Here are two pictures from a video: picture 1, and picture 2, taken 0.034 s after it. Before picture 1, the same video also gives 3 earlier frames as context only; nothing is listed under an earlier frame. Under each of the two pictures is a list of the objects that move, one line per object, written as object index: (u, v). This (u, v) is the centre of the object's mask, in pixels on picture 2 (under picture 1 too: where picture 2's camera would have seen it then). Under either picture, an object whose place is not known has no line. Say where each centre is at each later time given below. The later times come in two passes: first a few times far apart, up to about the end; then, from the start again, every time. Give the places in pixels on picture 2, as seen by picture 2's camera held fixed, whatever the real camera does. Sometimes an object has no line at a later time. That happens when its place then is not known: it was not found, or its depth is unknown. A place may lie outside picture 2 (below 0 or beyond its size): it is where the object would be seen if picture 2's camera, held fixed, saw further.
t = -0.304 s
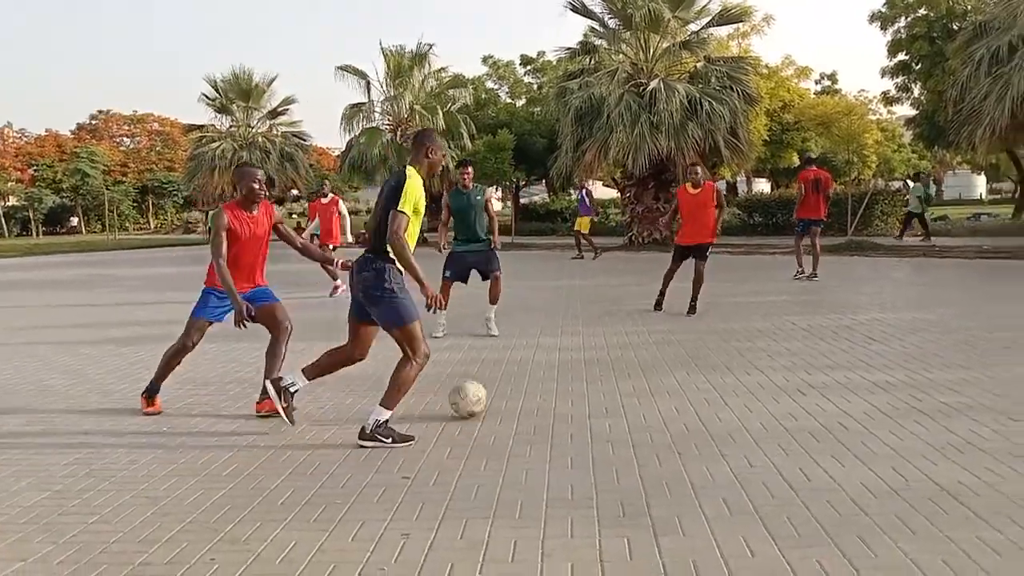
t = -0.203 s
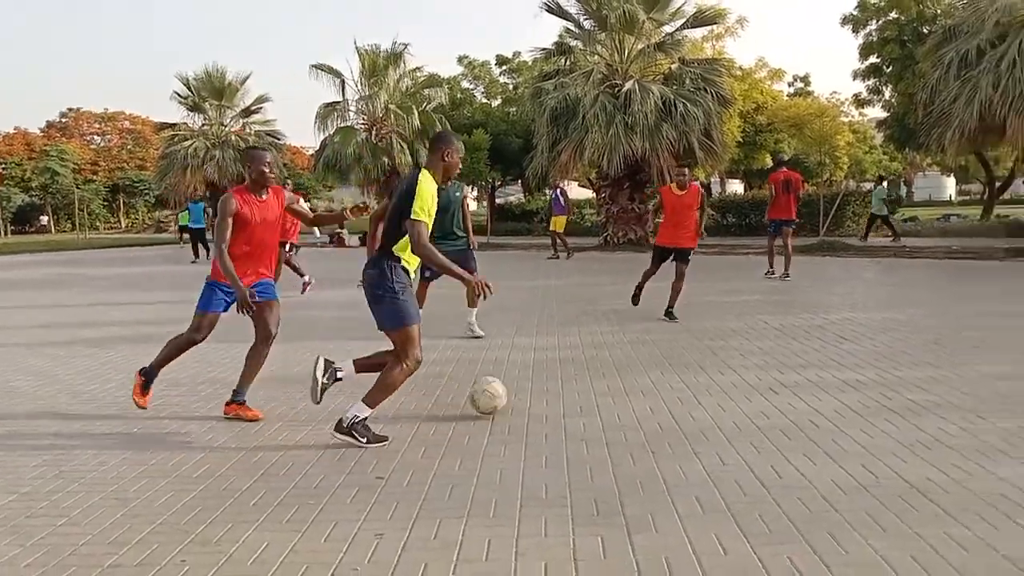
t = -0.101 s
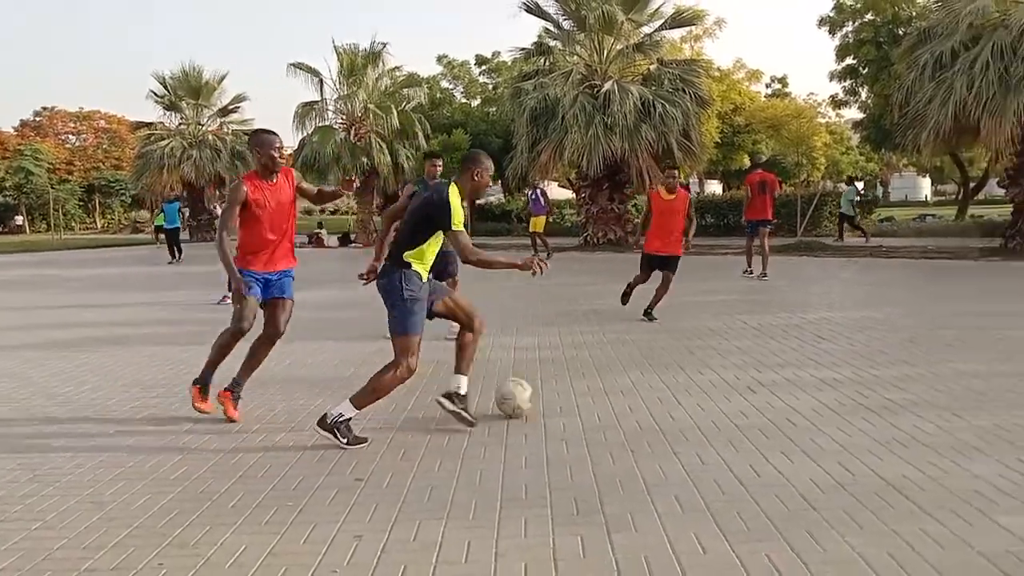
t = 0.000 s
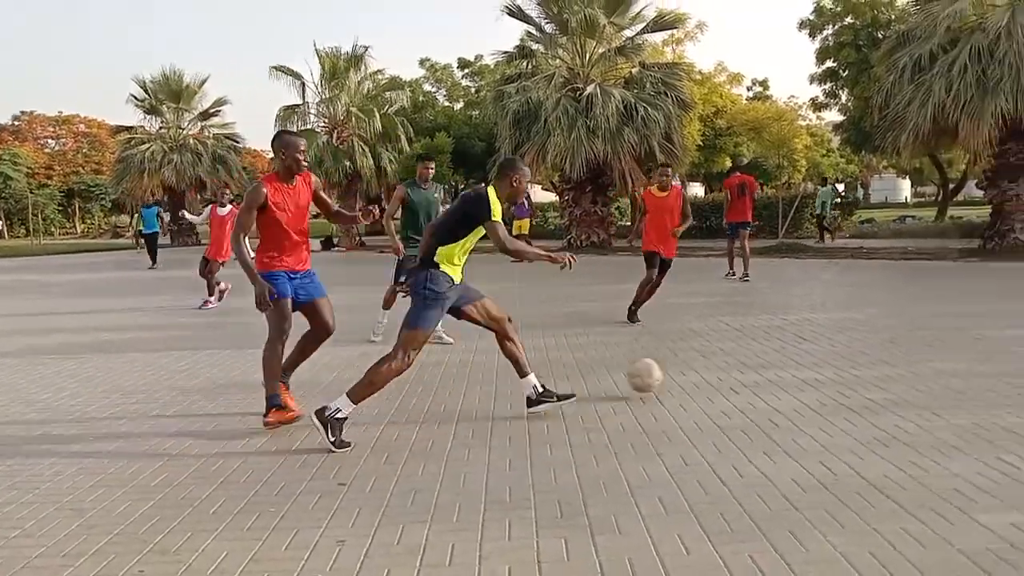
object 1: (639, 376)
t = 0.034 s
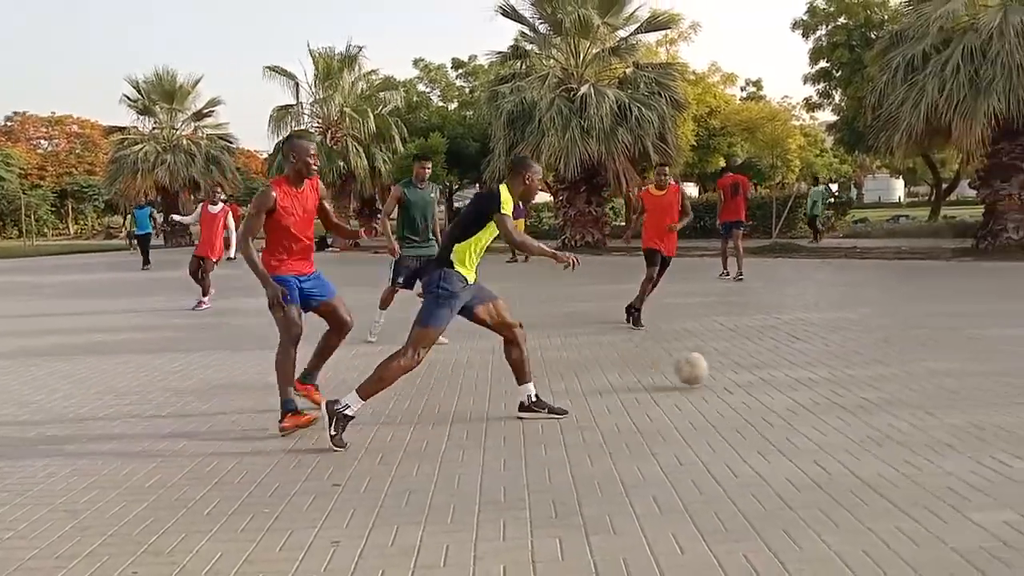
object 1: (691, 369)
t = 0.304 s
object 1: (980, 319)
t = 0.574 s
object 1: (1138, 296)
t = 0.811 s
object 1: (1220, 279)
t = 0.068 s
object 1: (740, 364)
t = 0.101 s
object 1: (784, 355)
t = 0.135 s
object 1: (824, 348)
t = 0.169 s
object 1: (861, 344)
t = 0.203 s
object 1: (895, 338)
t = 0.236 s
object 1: (926, 330)
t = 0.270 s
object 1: (954, 323)
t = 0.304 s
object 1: (980, 319)
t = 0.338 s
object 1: (1006, 316)
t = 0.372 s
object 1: (1030, 315)
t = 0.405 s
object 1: (1051, 309)
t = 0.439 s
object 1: (1070, 304)
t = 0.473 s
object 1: (1088, 302)
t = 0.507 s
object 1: (1106, 301)
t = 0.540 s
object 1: (1123, 298)
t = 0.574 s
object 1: (1138, 296)
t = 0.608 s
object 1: (1151, 294)
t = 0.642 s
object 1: (1165, 291)
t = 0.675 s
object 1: (1178, 288)
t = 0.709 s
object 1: (1189, 285)
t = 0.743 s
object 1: (1199, 282)
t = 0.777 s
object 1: (1211, 280)
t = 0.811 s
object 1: (1220, 279)
